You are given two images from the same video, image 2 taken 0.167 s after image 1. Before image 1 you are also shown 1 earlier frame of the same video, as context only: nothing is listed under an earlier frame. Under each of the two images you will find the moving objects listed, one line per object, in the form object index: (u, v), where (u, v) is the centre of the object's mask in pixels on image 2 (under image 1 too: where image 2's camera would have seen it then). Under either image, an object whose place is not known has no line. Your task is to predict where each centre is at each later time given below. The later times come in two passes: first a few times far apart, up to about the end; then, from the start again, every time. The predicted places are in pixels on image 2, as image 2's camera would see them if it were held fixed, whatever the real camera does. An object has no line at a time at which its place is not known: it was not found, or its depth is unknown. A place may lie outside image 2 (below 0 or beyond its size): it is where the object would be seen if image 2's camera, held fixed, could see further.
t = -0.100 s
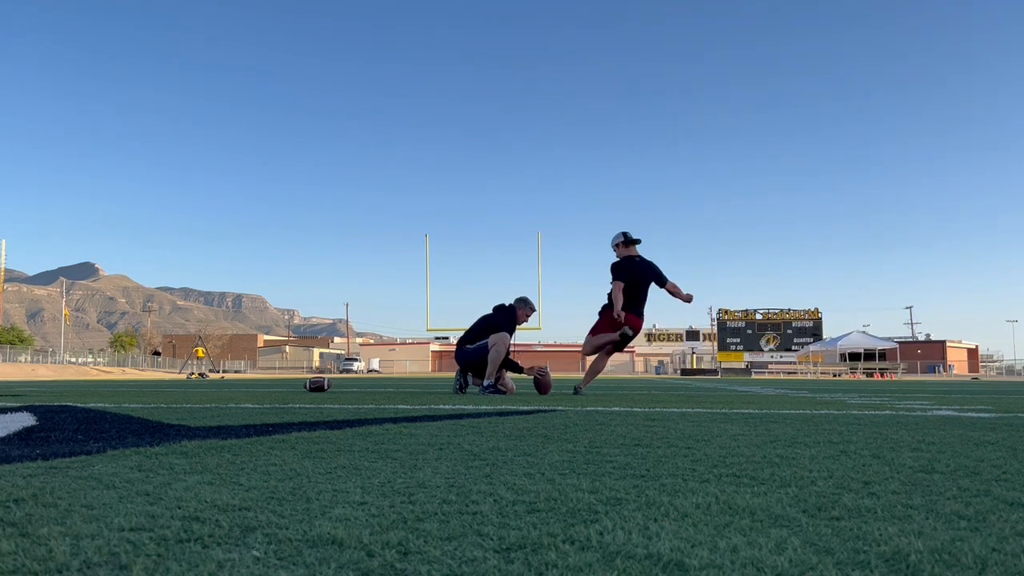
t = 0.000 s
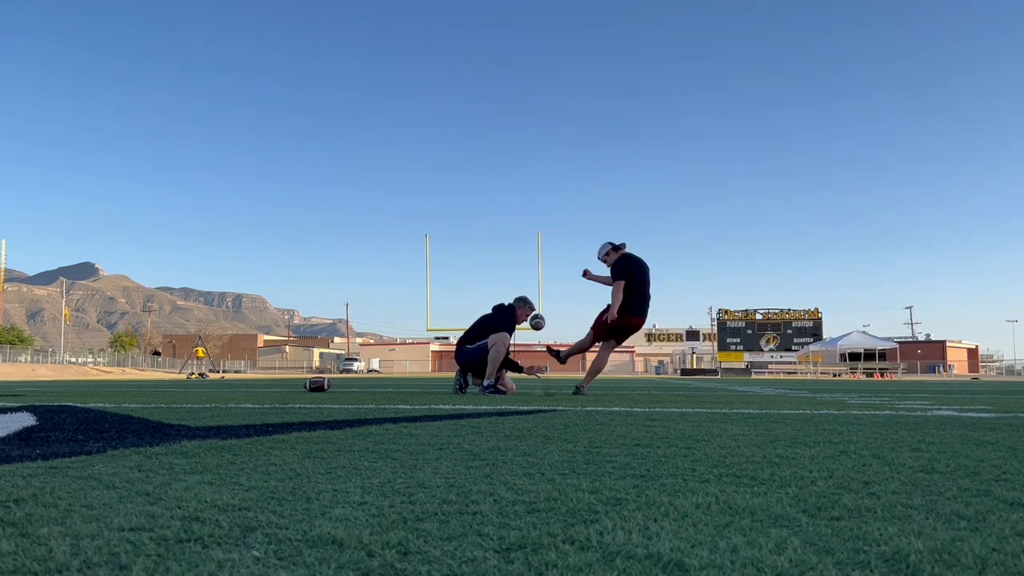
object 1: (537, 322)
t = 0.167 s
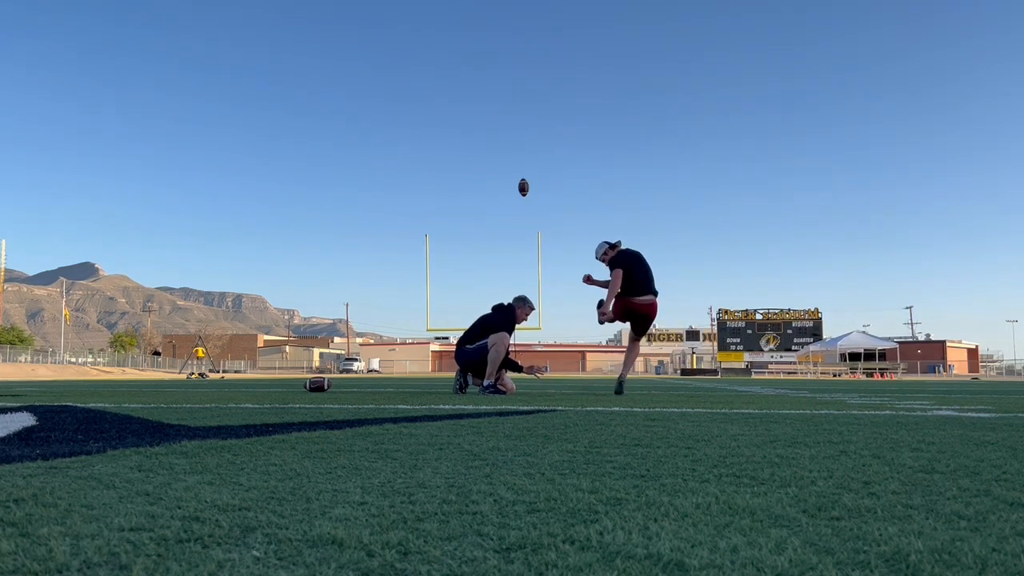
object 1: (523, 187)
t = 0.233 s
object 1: (520, 158)
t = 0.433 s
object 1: (513, 106)
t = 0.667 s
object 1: (508, 80)
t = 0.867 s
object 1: (506, 73)
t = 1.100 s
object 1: (505, 75)
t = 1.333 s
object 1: (505, 87)
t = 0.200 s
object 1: (521, 171)
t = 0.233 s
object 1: (520, 158)
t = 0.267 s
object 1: (518, 146)
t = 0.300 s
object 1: (517, 135)
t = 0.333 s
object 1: (516, 126)
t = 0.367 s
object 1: (514, 119)
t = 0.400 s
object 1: (514, 112)
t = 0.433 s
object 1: (513, 106)
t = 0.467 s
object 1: (512, 100)
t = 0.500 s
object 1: (511, 95)
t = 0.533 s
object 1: (511, 91)
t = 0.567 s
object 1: (510, 88)
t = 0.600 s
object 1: (509, 85)
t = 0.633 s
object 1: (509, 82)
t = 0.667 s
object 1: (508, 80)
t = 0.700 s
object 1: (508, 78)
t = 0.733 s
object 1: (507, 76)
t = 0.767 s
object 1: (507, 74)
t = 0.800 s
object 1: (507, 74)
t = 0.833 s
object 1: (507, 73)
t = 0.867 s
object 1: (506, 73)
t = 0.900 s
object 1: (506, 72)
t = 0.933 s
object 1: (506, 72)
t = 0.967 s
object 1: (506, 73)
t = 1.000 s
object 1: (506, 73)
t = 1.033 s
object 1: (505, 73)
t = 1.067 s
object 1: (506, 74)
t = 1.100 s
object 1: (505, 75)
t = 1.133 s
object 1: (505, 76)
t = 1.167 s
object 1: (505, 77)
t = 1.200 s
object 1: (505, 79)
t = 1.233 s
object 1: (505, 81)
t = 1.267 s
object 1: (505, 83)
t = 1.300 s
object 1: (505, 84)
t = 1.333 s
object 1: (505, 87)
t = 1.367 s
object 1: (505, 89)
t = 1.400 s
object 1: (505, 91)
